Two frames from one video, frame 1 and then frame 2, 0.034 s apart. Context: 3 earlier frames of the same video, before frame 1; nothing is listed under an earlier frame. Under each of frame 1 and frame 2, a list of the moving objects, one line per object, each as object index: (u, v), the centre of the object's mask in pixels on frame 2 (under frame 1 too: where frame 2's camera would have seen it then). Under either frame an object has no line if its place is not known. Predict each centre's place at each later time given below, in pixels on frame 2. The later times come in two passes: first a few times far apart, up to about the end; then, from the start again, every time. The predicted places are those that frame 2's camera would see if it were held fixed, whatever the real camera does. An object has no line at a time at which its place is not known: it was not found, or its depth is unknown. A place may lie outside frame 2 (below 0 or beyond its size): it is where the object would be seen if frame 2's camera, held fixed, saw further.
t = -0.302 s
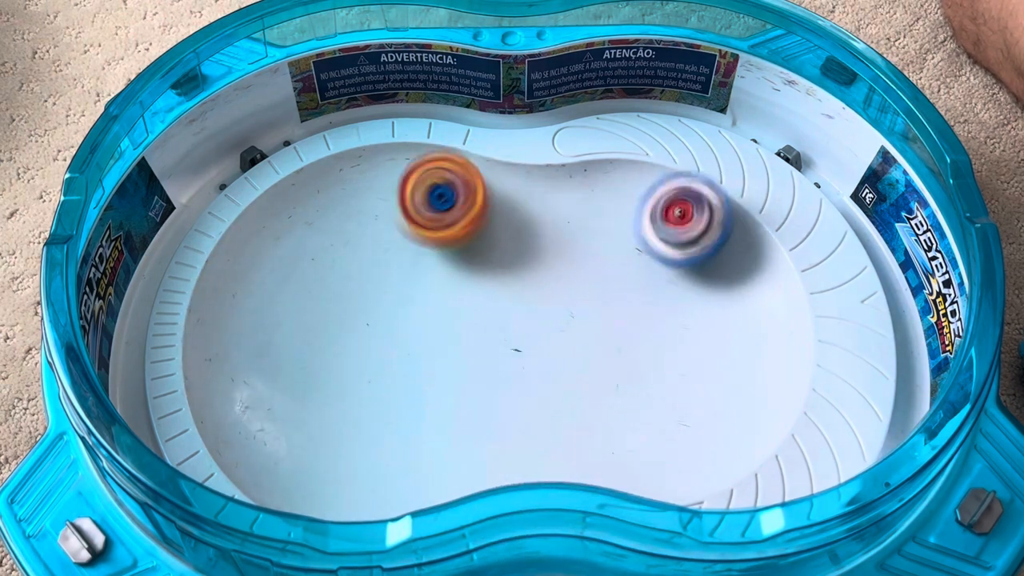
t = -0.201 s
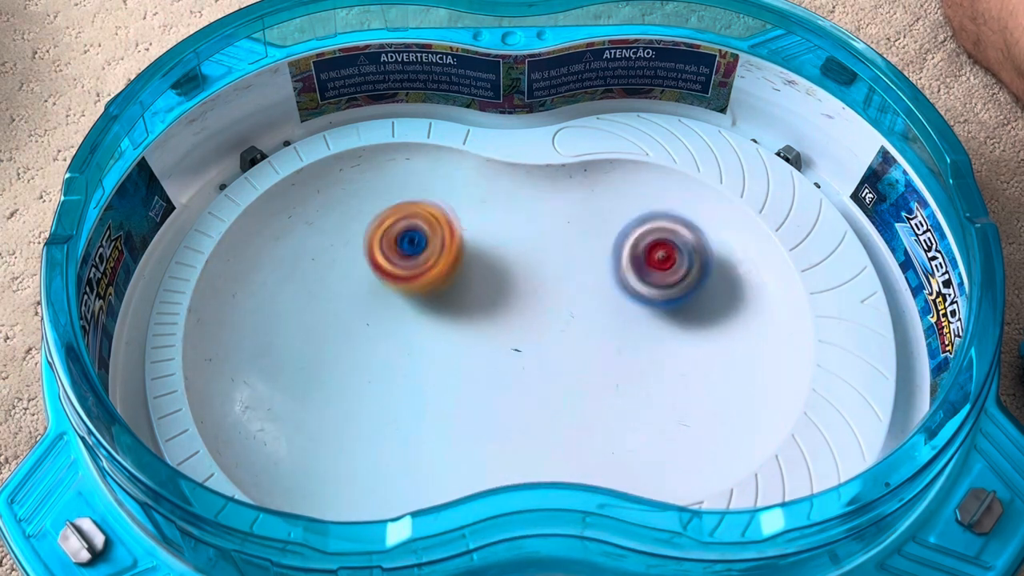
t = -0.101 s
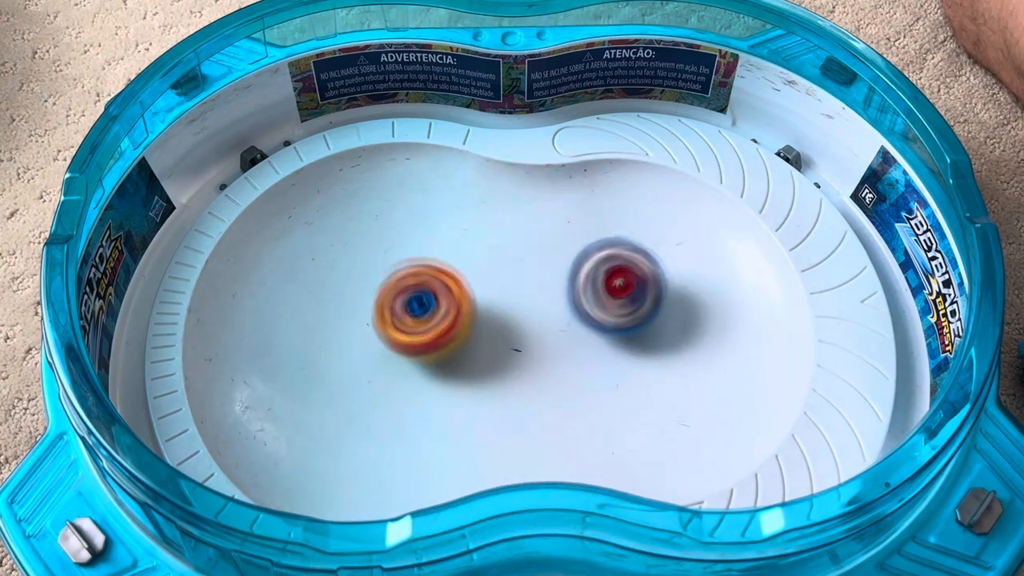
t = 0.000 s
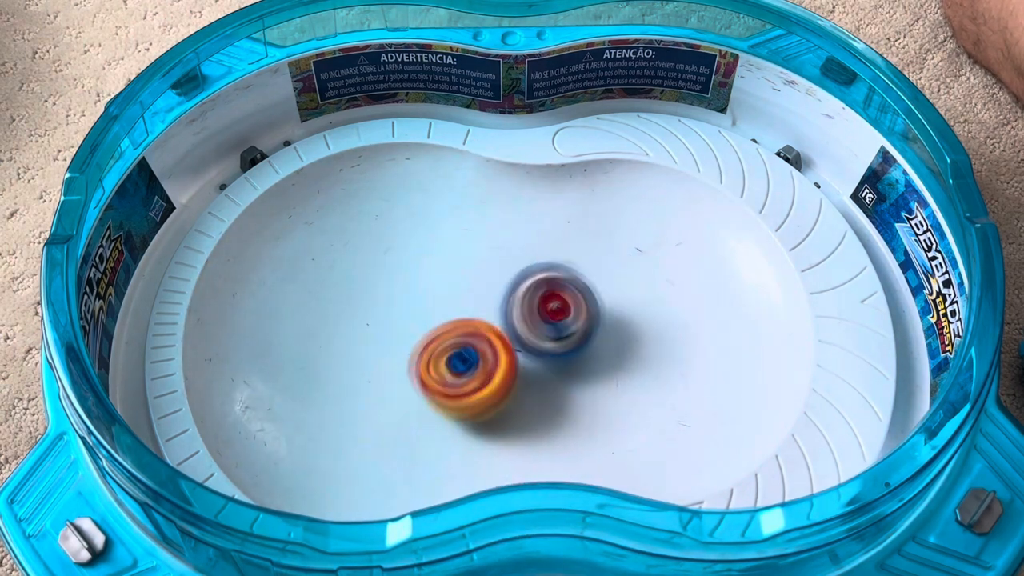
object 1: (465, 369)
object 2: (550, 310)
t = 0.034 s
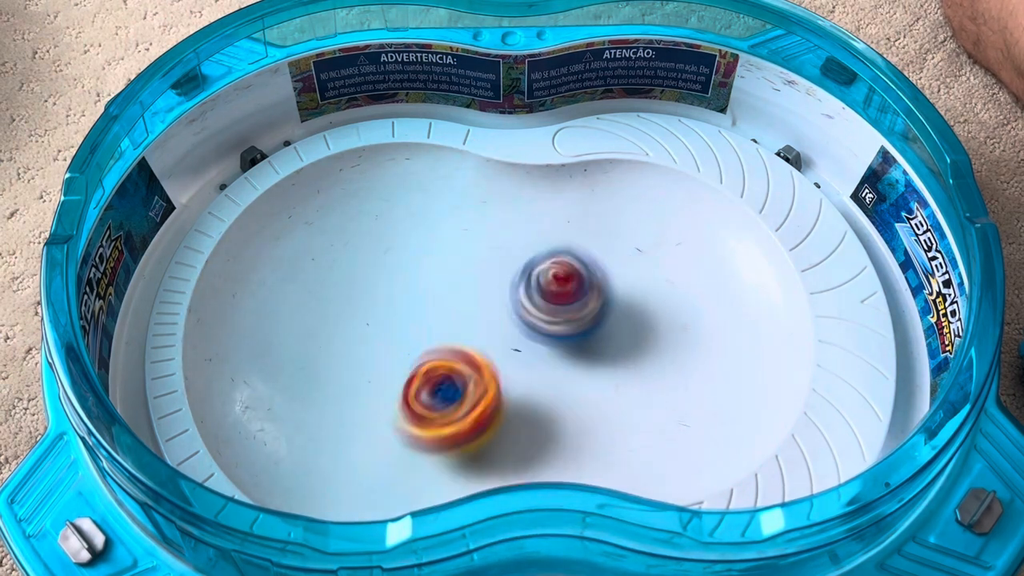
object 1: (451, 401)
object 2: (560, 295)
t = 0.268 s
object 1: (374, 463)
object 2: (646, 233)
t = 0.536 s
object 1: (337, 326)
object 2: (660, 264)
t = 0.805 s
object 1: (358, 196)
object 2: (651, 308)
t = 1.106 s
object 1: (448, 248)
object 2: (665, 341)
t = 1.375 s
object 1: (522, 388)
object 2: (673, 343)
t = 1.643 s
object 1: (587, 429)
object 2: (638, 328)
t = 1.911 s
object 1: (518, 374)
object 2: (625, 266)
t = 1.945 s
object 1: (506, 362)
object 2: (624, 267)
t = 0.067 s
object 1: (428, 441)
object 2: (582, 274)
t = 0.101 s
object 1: (406, 465)
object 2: (602, 256)
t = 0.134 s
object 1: (389, 476)
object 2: (616, 243)
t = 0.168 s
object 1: (381, 480)
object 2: (627, 236)
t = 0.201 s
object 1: (376, 480)
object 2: (636, 232)
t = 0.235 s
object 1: (373, 475)
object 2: (642, 231)
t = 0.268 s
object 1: (374, 463)
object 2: (646, 233)
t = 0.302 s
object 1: (375, 446)
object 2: (651, 235)
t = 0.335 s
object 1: (374, 429)
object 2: (655, 237)
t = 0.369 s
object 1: (370, 411)
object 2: (657, 241)
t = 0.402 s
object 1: (365, 393)
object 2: (660, 245)
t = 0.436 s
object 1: (359, 377)
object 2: (662, 248)
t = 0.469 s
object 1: (350, 361)
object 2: (663, 253)
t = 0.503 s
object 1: (343, 345)
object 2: (661, 258)
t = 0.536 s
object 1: (337, 326)
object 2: (660, 264)
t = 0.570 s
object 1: (334, 308)
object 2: (658, 270)
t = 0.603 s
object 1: (332, 290)
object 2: (656, 276)
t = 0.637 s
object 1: (332, 272)
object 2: (655, 281)
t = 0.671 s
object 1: (335, 254)
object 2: (654, 287)
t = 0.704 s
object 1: (340, 237)
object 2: (652, 293)
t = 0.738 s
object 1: (345, 222)
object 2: (651, 298)
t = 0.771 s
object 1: (351, 207)
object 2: (651, 303)
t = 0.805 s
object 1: (358, 196)
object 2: (651, 308)
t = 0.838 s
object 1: (362, 189)
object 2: (651, 313)
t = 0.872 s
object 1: (368, 188)
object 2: (652, 317)
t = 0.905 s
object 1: (372, 191)
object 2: (653, 322)
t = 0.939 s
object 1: (380, 199)
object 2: (655, 326)
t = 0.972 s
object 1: (392, 208)
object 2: (656, 330)
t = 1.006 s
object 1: (405, 219)
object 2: (658, 333)
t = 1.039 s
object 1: (419, 229)
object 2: (660, 336)
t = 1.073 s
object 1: (434, 238)
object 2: (662, 339)
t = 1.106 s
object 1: (448, 248)
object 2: (665, 341)
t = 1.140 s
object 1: (461, 264)
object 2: (668, 343)
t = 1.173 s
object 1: (473, 282)
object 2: (670, 345)
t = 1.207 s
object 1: (483, 300)
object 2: (672, 345)
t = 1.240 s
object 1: (492, 315)
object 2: (675, 346)
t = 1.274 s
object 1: (501, 333)
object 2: (676, 346)
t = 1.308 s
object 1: (508, 352)
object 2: (676, 346)
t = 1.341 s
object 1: (516, 370)
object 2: (675, 344)
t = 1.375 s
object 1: (522, 388)
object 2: (673, 343)
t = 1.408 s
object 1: (529, 402)
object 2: (669, 340)
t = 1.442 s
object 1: (535, 415)
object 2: (666, 338)
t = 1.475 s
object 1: (542, 426)
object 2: (661, 335)
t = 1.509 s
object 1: (547, 434)
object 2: (656, 334)
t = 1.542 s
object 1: (555, 439)
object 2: (652, 331)
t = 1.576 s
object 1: (565, 439)
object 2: (648, 330)
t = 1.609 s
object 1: (578, 437)
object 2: (642, 328)
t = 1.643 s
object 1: (587, 429)
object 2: (638, 328)
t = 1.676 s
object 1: (592, 418)
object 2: (633, 327)
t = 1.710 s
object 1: (591, 406)
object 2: (628, 324)
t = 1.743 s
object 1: (579, 408)
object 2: (628, 308)
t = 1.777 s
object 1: (570, 407)
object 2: (630, 291)
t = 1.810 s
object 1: (559, 403)
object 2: (629, 277)
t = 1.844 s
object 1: (546, 395)
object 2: (628, 269)
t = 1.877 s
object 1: (532, 385)
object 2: (625, 267)
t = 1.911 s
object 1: (518, 374)
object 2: (625, 266)
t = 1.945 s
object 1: (506, 362)
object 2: (624, 267)
